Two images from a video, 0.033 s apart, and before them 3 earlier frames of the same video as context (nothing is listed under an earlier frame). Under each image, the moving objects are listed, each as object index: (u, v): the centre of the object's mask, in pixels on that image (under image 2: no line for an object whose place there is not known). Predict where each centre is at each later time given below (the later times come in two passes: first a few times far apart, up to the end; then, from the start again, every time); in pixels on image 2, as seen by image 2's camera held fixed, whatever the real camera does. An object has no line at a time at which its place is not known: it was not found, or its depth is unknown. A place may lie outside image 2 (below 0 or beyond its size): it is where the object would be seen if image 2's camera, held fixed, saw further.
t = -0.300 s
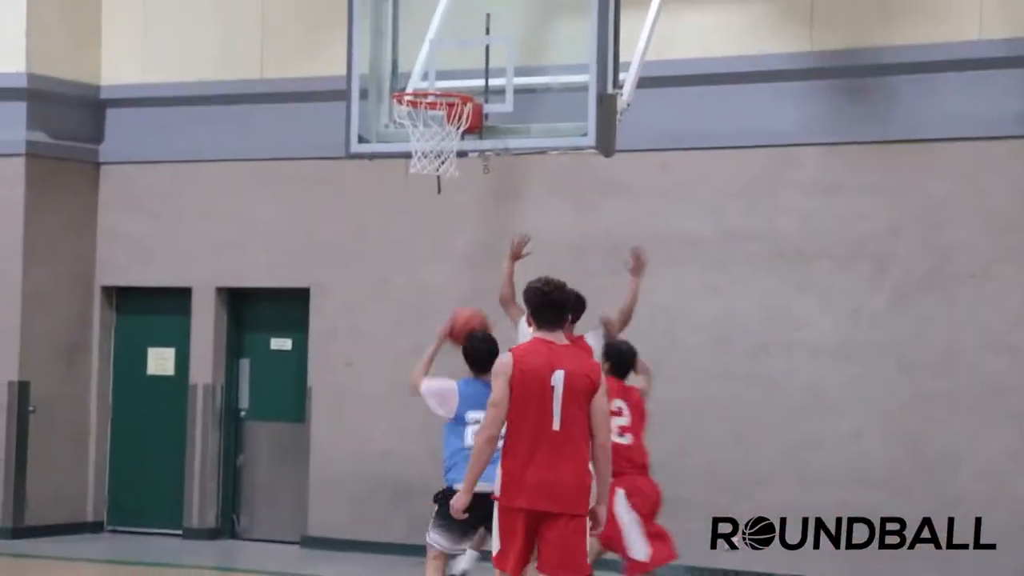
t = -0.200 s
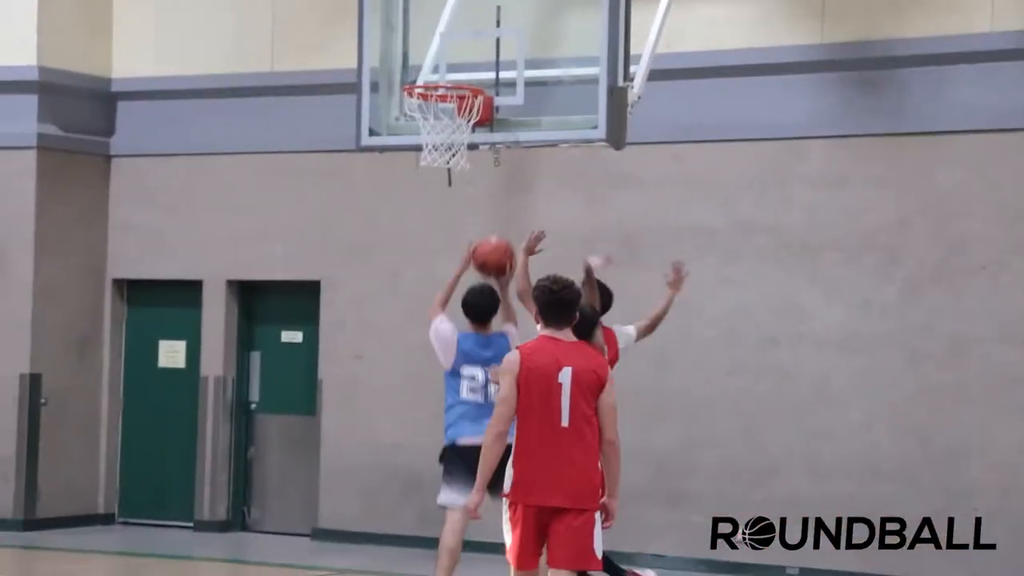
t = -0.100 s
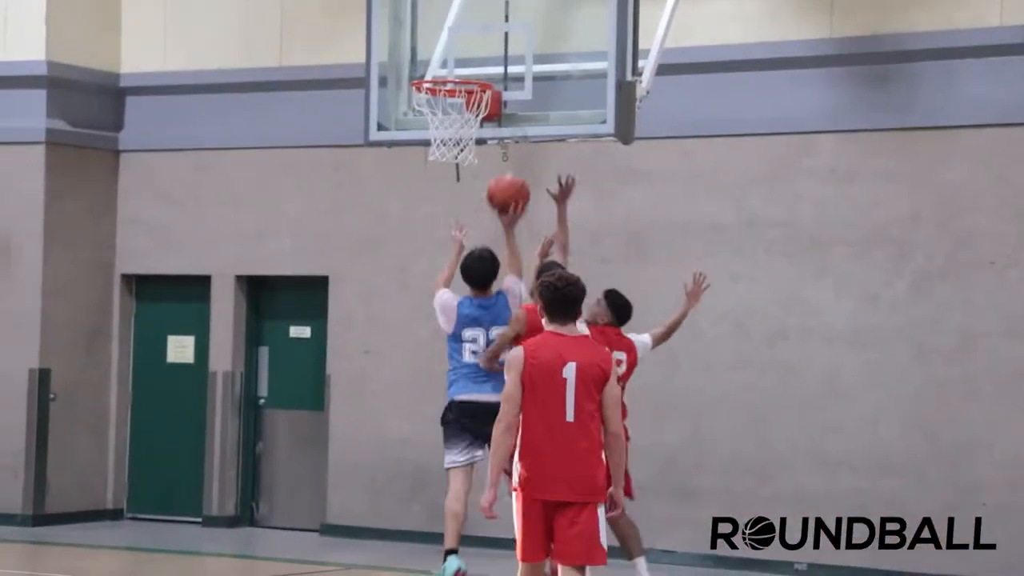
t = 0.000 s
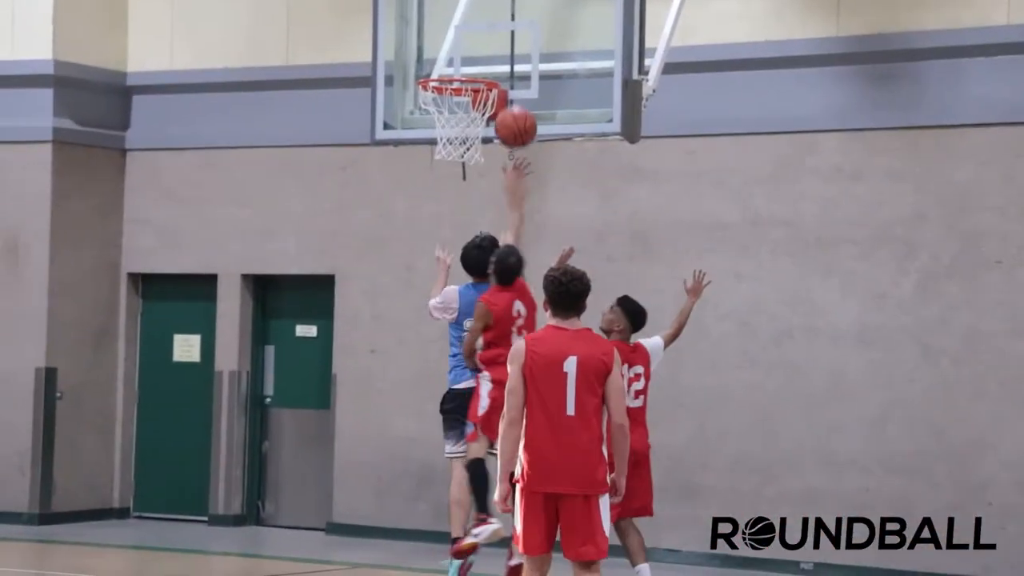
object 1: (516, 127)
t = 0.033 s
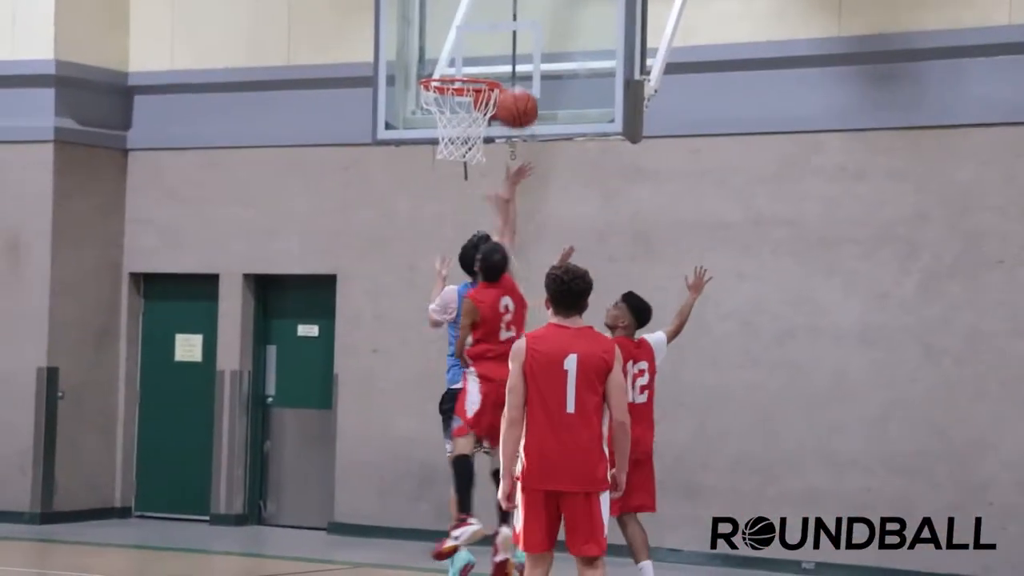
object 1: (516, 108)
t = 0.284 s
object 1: (511, 30)
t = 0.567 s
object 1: (460, 58)
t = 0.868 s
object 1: (477, 190)
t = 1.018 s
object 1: (496, 299)
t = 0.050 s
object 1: (516, 99)
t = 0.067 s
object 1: (517, 91)
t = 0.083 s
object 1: (516, 84)
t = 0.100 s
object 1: (516, 75)
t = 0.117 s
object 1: (515, 69)
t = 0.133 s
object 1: (515, 64)
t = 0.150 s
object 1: (514, 58)
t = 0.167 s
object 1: (514, 52)
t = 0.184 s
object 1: (513, 47)
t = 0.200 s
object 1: (513, 43)
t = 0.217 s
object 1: (513, 39)
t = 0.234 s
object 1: (512, 36)
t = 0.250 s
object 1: (512, 34)
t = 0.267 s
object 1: (512, 31)
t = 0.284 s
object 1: (511, 30)
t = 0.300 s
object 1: (511, 28)
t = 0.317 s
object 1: (510, 27)
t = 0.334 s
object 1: (510, 27)
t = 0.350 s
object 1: (509, 27)
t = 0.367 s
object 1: (509, 28)
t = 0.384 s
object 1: (507, 29)
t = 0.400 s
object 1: (503, 29)
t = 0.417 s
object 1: (498, 30)
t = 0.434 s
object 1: (494, 31)
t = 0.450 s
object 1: (490, 33)
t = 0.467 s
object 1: (486, 35)
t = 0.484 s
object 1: (482, 38)
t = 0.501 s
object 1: (477, 41)
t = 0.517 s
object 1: (473, 45)
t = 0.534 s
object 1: (469, 49)
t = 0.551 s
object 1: (464, 54)
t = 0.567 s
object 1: (460, 58)
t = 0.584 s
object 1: (455, 63)
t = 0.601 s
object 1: (451, 65)
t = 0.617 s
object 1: (447, 77)
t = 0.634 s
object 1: (444, 85)
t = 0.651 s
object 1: (444, 93)
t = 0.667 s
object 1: (446, 97)
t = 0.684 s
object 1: (448, 100)
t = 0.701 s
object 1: (451, 105)
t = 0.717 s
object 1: (454, 114)
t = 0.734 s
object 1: (458, 122)
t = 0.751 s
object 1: (459, 130)
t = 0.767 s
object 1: (462, 138)
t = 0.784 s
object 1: (465, 144)
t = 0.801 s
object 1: (467, 153)
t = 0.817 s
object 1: (470, 165)
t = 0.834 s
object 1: (472, 170)
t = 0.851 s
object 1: (474, 180)
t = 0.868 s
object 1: (477, 190)
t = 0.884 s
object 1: (479, 200)
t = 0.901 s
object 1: (481, 211)
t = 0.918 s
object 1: (483, 222)
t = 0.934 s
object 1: (485, 234)
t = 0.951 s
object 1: (487, 246)
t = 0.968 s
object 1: (490, 259)
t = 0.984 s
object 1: (492, 272)
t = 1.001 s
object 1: (494, 285)
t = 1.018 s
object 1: (496, 299)
